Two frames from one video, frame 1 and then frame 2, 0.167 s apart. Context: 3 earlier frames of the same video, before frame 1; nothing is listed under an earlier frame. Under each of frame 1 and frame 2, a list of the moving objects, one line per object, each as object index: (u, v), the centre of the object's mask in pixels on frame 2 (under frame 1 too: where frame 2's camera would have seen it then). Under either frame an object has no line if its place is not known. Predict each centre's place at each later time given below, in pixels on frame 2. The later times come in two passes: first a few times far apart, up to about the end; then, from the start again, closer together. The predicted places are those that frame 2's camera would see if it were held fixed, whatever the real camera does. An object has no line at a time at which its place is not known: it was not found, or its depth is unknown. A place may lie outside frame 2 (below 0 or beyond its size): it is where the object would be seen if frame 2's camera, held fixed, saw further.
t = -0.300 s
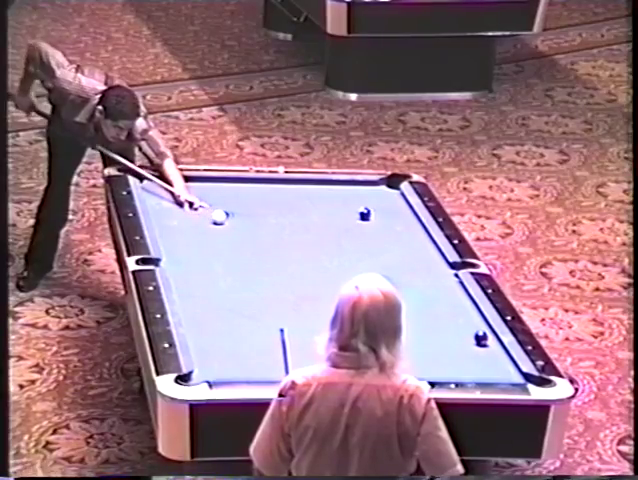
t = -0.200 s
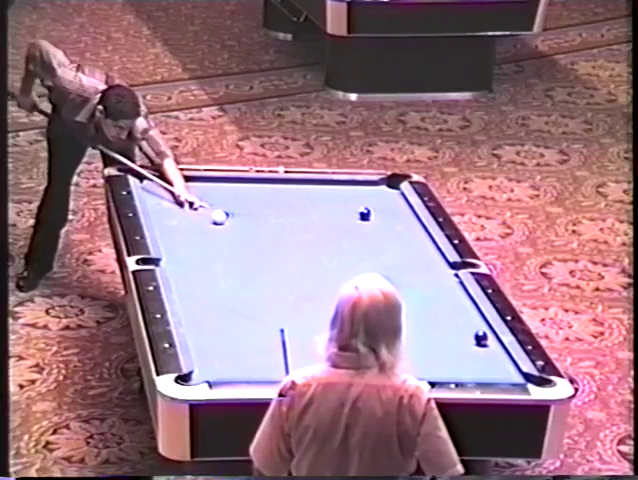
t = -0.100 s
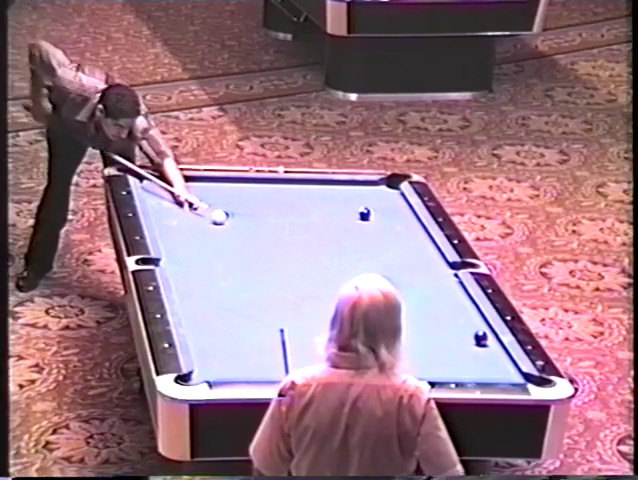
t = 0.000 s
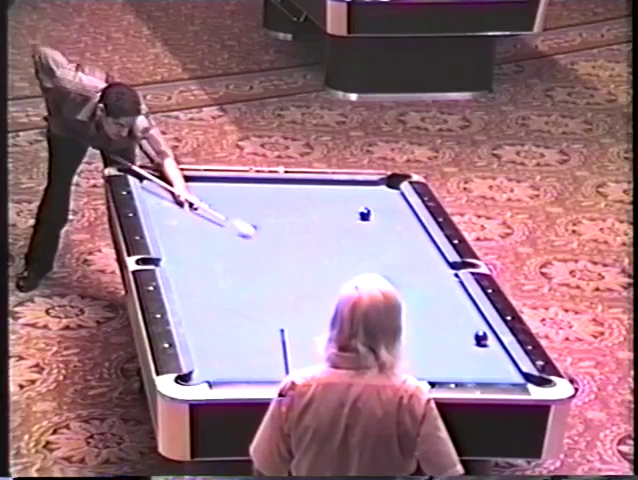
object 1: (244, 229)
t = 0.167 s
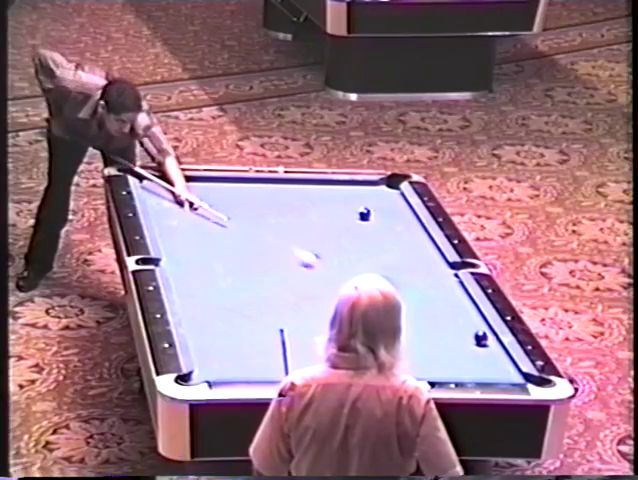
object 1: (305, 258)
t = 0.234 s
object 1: (329, 269)
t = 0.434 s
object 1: (407, 306)
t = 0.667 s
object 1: (464, 346)
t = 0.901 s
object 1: (474, 372)
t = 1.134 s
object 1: (451, 356)
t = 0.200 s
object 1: (317, 264)
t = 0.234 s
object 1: (329, 269)
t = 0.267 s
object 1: (341, 274)
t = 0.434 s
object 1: (407, 306)
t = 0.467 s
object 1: (417, 311)
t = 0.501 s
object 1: (430, 318)
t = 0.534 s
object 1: (443, 324)
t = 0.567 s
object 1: (457, 331)
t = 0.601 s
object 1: (465, 337)
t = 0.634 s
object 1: (465, 341)
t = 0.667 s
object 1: (464, 346)
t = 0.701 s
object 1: (465, 351)
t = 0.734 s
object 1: (466, 356)
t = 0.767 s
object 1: (468, 360)
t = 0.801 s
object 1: (470, 366)
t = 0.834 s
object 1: (472, 369)
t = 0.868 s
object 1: (474, 371)
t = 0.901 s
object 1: (474, 372)
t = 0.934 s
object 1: (471, 372)
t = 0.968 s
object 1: (467, 370)
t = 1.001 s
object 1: (464, 367)
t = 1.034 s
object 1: (461, 365)
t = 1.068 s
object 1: (458, 362)
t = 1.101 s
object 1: (455, 359)
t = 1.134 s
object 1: (451, 356)
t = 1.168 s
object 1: (448, 353)
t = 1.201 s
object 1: (445, 351)
